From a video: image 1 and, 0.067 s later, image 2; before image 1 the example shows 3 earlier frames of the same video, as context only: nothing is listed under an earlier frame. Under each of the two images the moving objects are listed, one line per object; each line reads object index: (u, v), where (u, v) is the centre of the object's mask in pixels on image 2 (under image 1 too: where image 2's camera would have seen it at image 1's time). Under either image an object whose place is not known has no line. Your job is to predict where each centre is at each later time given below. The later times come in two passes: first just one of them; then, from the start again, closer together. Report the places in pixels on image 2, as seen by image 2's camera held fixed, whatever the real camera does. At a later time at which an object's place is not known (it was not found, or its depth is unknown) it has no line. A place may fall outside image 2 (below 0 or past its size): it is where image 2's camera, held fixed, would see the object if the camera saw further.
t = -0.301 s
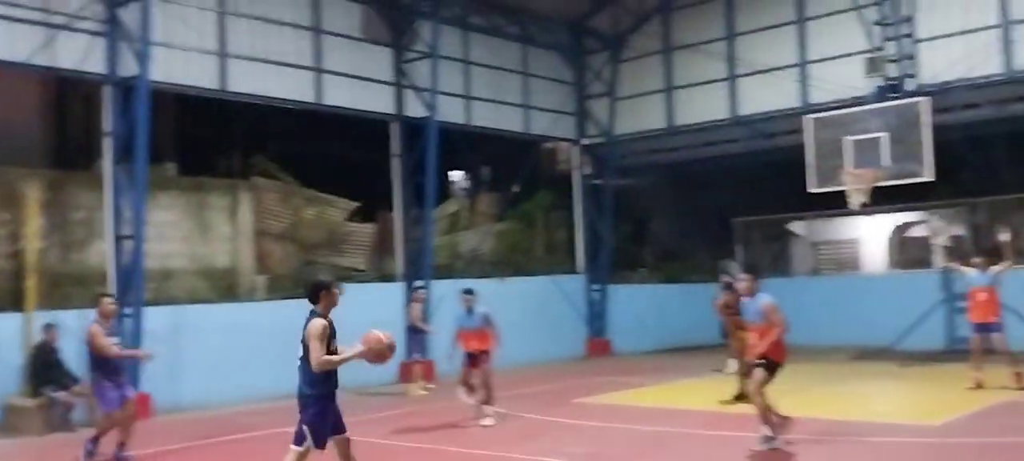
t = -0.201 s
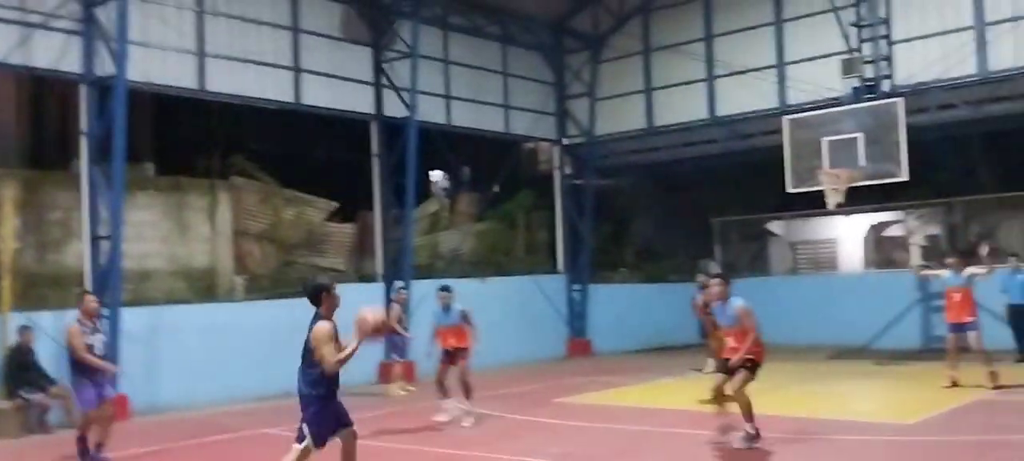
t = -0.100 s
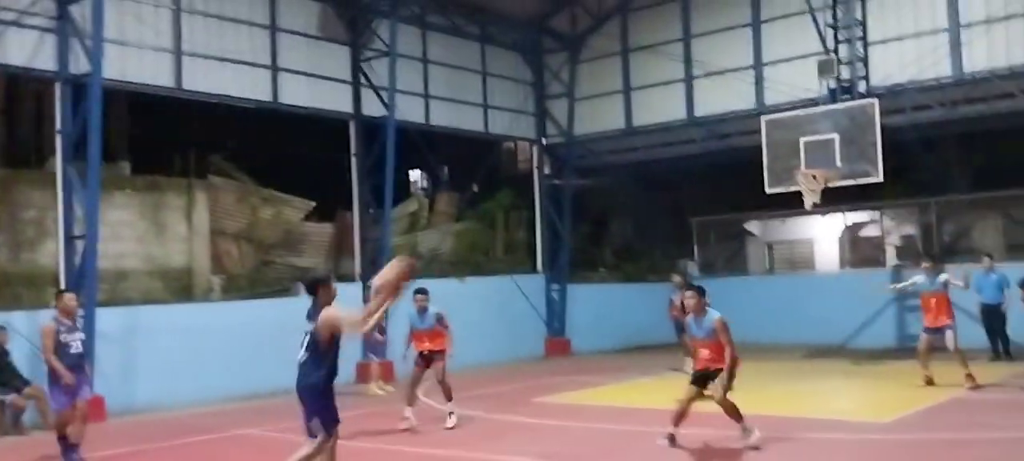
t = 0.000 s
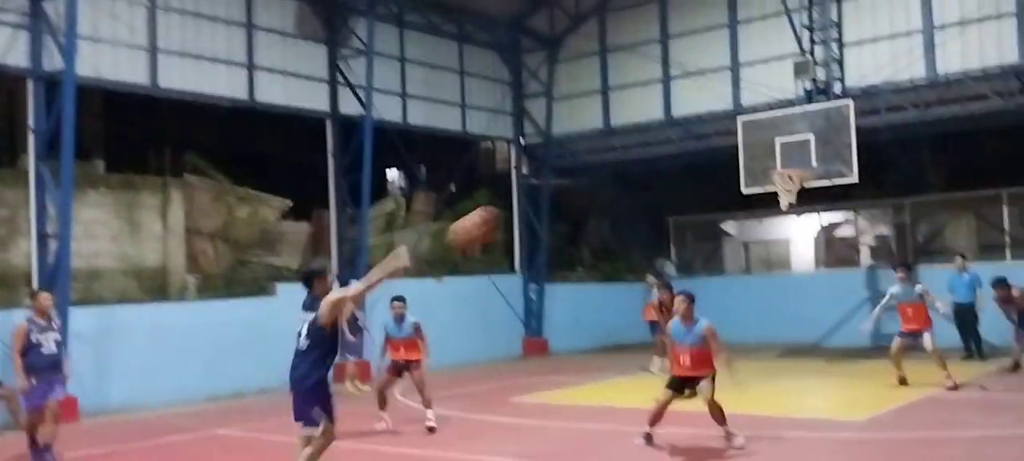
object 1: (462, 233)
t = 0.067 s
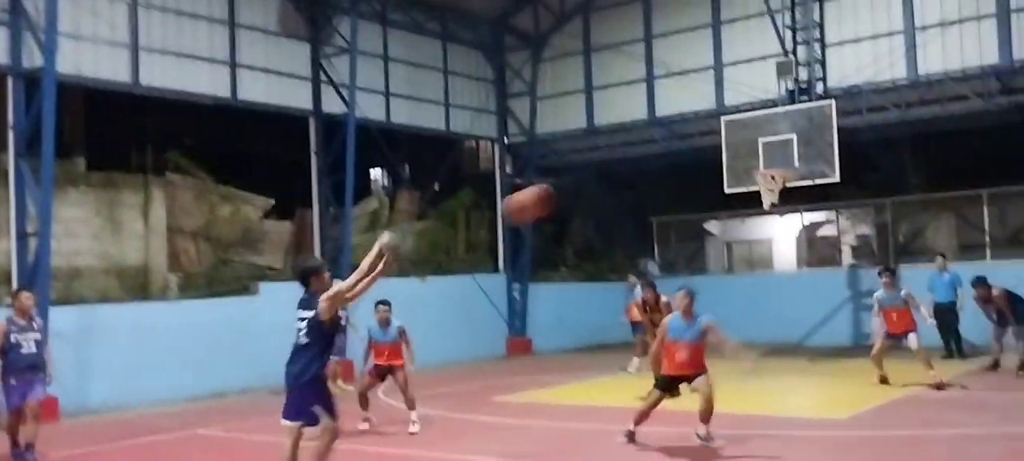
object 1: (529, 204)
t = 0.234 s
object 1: (688, 173)
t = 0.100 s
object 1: (562, 195)
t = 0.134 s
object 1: (593, 188)
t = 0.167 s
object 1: (626, 181)
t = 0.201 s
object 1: (659, 177)
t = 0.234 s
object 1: (688, 173)
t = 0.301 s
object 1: (748, 170)
